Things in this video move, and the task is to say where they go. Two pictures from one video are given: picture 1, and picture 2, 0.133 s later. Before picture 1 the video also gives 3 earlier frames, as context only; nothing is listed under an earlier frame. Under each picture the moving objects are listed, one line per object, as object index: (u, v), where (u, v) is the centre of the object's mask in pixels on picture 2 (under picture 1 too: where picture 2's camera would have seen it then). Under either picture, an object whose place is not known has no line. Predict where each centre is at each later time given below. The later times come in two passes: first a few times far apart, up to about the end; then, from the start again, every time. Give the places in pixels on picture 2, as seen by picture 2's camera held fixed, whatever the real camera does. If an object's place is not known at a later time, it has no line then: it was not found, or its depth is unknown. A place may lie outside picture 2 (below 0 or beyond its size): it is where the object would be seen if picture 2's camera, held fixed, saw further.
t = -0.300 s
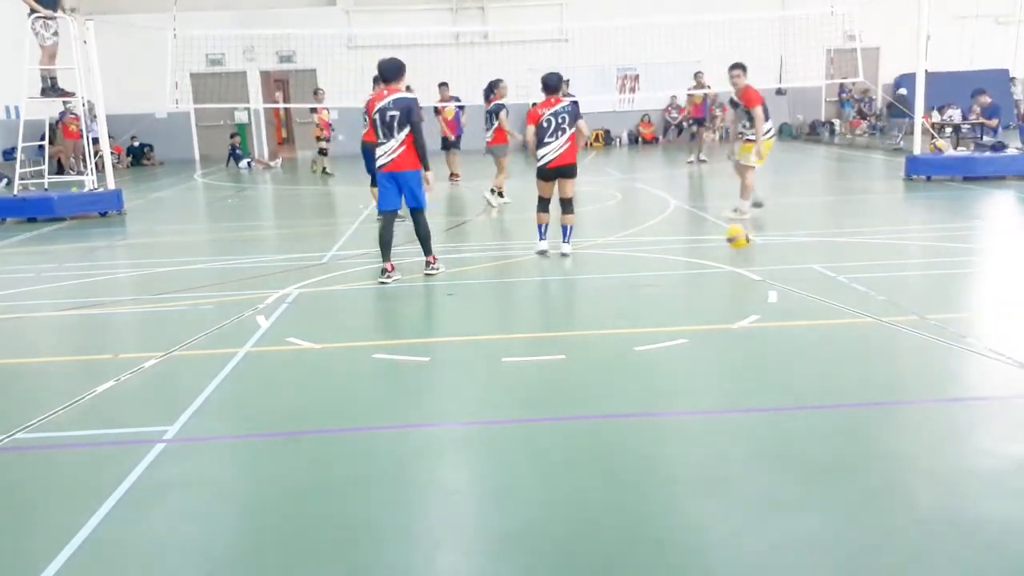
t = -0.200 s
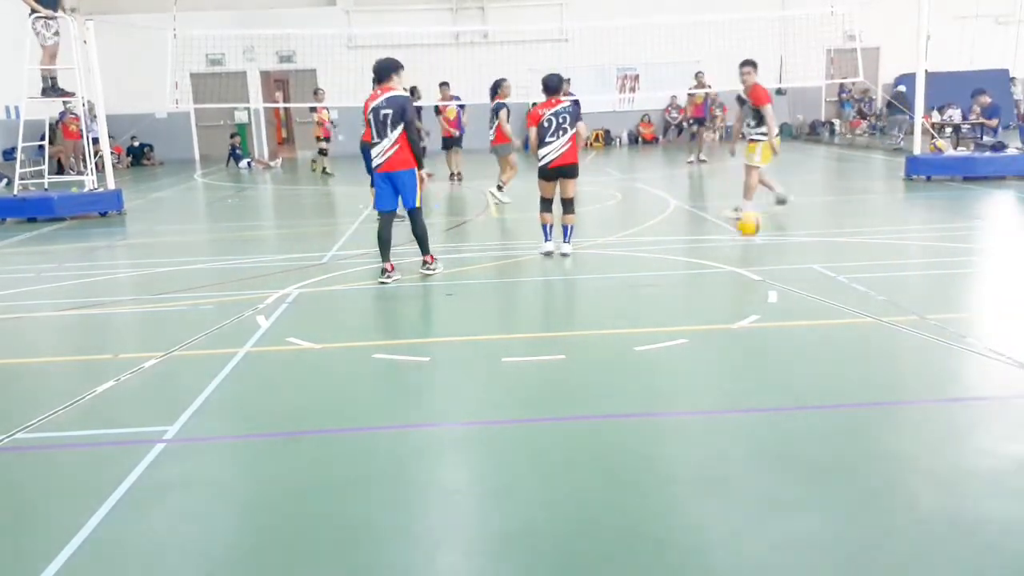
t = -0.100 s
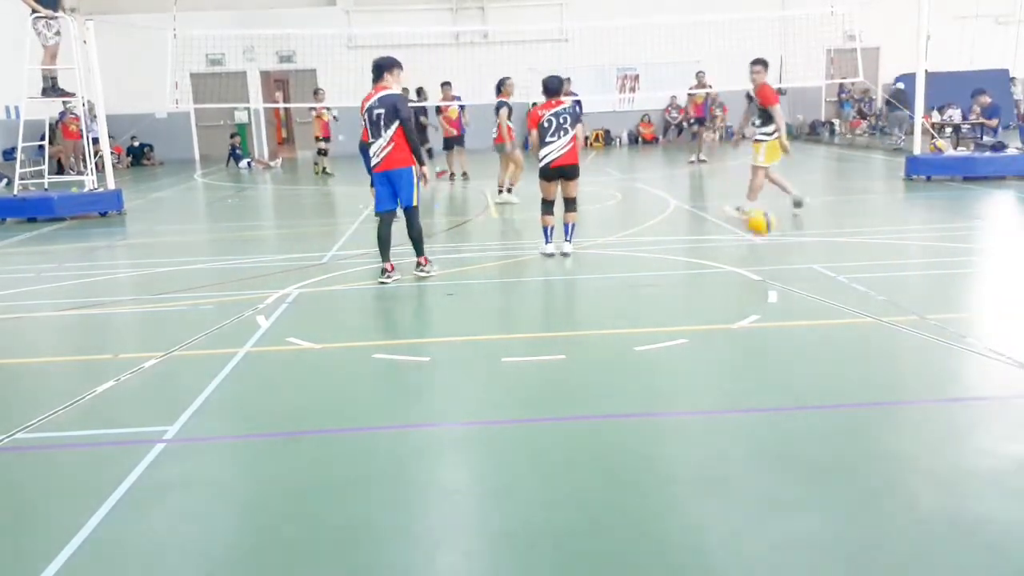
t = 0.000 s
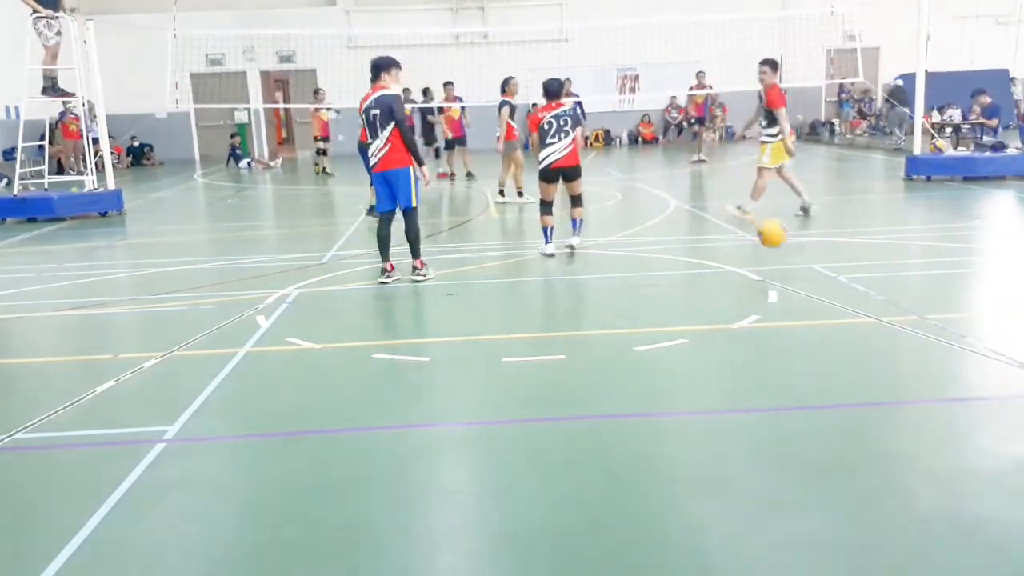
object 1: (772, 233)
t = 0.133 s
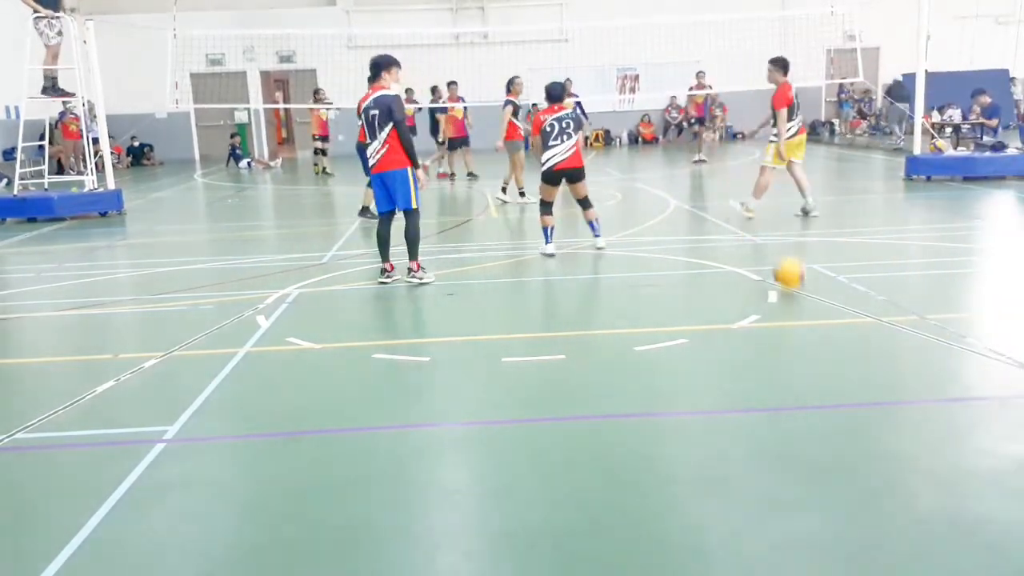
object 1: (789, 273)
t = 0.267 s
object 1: (812, 273)
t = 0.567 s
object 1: (872, 338)
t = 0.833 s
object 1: (954, 381)
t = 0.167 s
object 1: (794, 282)
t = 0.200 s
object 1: (799, 279)
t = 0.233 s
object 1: (804, 275)
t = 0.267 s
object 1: (812, 273)
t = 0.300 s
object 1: (817, 273)
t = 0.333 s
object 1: (823, 274)
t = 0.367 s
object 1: (830, 277)
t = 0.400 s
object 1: (837, 283)
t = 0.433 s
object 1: (843, 291)
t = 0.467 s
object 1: (850, 300)
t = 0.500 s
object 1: (857, 314)
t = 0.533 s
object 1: (865, 332)
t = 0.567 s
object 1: (872, 338)
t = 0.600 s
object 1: (881, 334)
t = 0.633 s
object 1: (890, 334)
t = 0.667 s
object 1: (899, 334)
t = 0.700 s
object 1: (910, 338)
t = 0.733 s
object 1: (920, 343)
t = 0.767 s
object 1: (931, 353)
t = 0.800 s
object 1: (942, 364)
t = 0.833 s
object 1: (954, 381)
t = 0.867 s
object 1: (966, 398)
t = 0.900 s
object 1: (980, 420)
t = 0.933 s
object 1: (994, 421)
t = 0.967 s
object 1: (1003, 423)
